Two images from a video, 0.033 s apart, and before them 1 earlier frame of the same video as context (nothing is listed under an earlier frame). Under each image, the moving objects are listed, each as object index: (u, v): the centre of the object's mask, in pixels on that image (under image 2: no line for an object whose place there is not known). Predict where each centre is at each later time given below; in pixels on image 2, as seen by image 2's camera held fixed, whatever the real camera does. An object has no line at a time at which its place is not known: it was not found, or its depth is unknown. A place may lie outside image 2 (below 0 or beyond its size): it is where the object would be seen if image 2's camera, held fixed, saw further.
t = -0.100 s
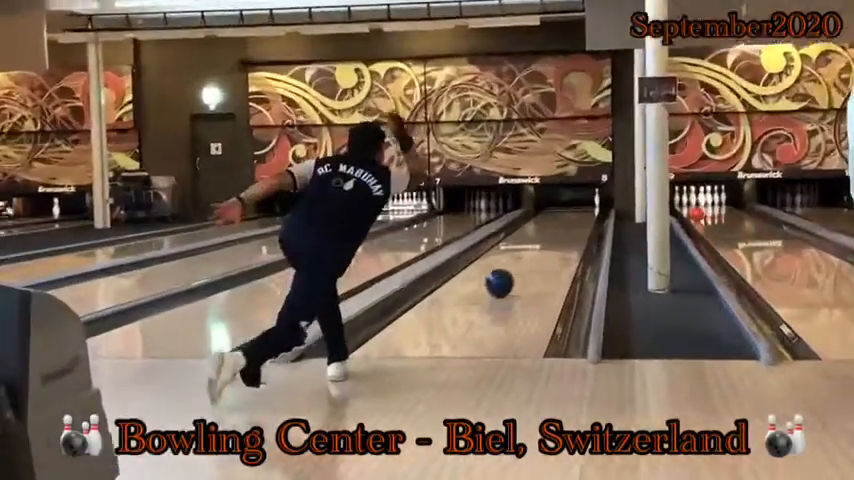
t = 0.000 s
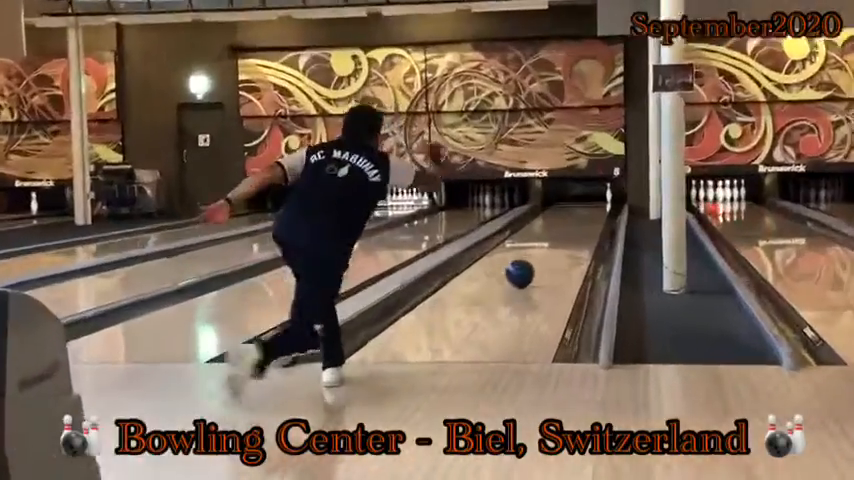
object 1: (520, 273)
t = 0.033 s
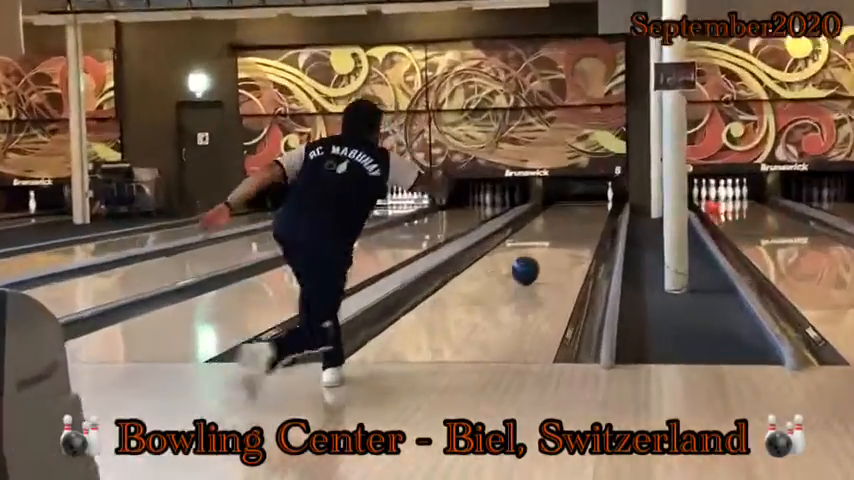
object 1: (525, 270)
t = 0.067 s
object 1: (529, 267)
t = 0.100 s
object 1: (533, 264)
